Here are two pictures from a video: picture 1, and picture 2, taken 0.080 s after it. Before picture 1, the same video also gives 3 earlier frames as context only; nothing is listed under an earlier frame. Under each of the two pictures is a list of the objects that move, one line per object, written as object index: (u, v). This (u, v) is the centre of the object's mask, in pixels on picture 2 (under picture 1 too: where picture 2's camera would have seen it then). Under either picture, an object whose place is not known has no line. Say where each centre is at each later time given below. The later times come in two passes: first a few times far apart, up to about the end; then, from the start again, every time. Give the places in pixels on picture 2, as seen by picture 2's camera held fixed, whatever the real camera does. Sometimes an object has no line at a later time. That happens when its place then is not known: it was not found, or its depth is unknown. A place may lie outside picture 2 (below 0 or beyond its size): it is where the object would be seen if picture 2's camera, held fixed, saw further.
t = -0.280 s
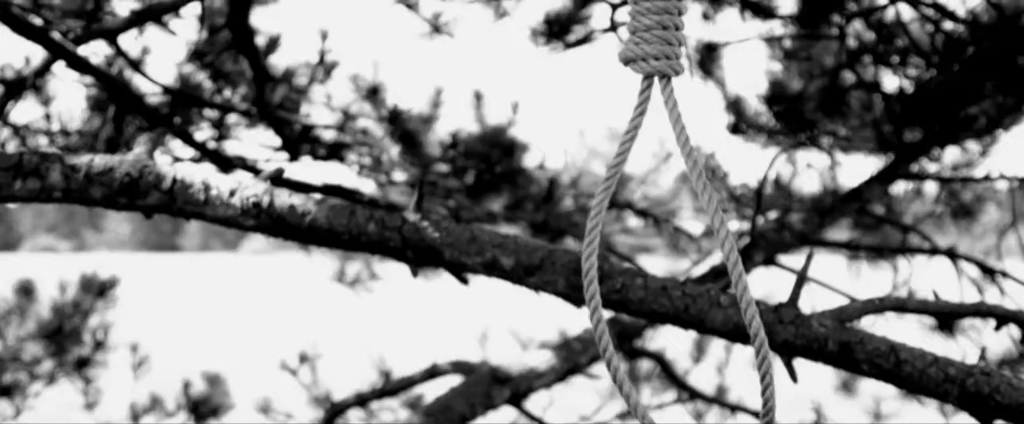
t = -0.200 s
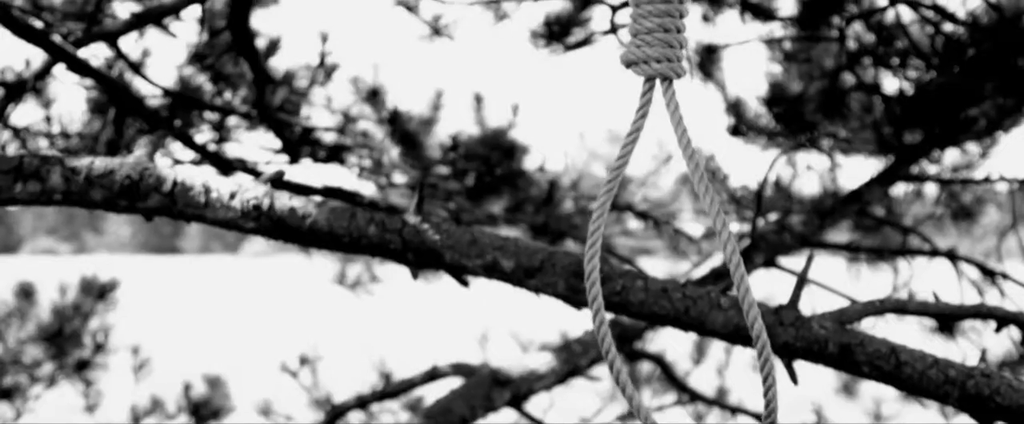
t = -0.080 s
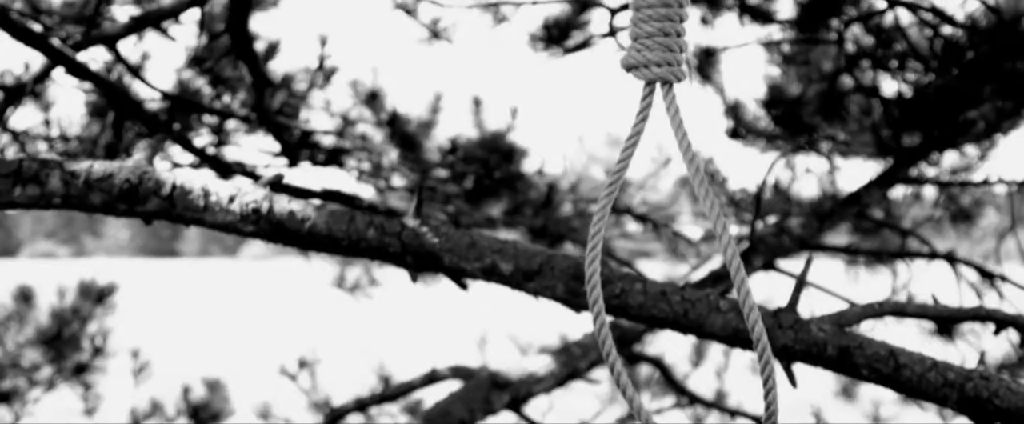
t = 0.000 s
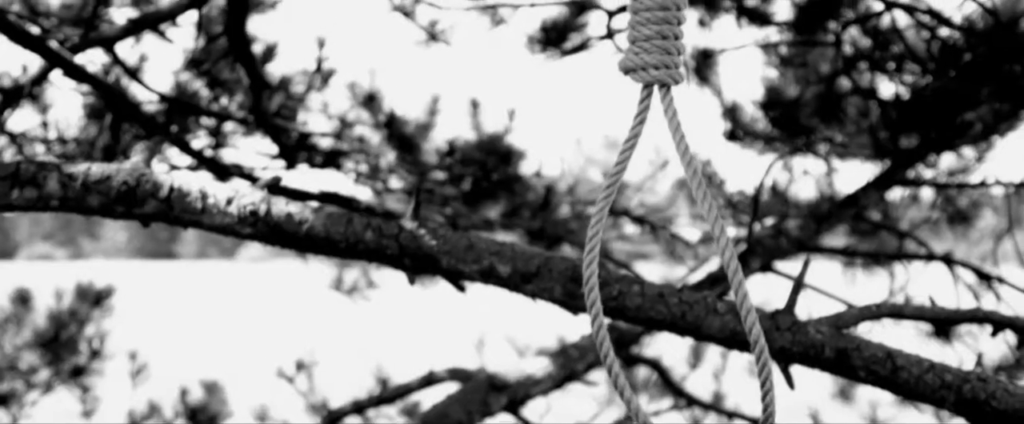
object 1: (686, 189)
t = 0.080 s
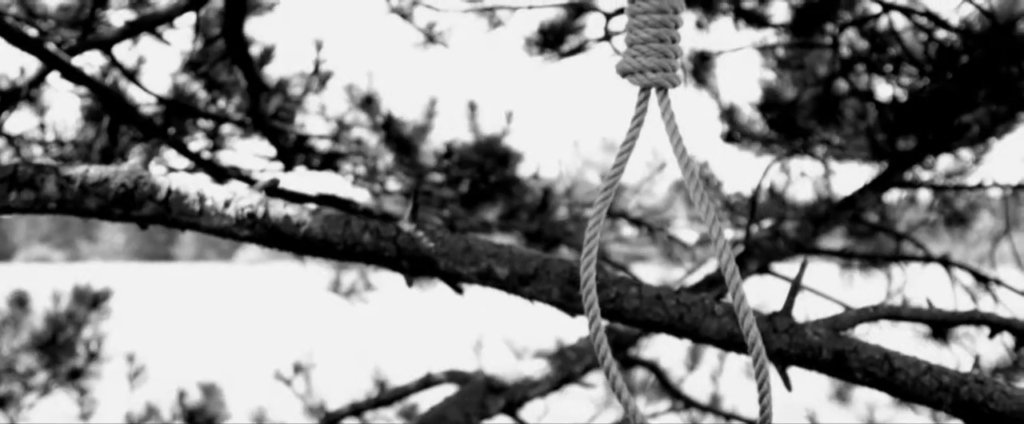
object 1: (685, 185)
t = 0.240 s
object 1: (680, 181)
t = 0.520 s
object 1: (671, 178)
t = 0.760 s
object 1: (660, 174)
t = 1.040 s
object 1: (649, 175)
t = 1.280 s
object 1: (643, 174)
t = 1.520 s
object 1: (642, 170)
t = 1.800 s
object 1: (647, 171)
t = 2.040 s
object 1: (655, 169)
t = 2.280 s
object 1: (667, 169)
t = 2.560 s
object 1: (681, 178)
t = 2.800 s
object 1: (686, 176)
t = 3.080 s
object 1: (686, 177)
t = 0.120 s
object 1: (683, 180)
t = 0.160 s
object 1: (682, 182)
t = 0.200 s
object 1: (682, 183)
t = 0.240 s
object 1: (680, 181)
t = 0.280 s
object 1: (679, 179)
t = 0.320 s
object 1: (678, 180)
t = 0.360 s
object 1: (676, 178)
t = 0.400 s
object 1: (675, 179)
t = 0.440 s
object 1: (674, 179)
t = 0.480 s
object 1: (674, 181)
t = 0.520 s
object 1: (671, 178)
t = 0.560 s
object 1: (669, 177)
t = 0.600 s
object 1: (668, 176)
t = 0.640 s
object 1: (664, 173)
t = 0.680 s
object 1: (663, 174)
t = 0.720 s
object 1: (662, 174)
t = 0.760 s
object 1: (660, 174)
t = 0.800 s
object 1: (658, 174)
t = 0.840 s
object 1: (657, 176)
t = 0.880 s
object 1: (655, 175)
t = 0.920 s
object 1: (654, 176)
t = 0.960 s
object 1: (652, 176)
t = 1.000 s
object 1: (651, 177)
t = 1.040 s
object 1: (649, 175)
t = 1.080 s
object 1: (648, 176)
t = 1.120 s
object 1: (647, 175)
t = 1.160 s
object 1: (646, 176)
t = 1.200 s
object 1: (644, 175)
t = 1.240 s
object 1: (644, 177)
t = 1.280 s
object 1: (643, 174)
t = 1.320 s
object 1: (643, 175)
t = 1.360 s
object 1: (642, 174)
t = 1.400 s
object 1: (642, 172)
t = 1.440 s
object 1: (641, 172)
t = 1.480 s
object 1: (642, 170)
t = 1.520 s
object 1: (642, 170)
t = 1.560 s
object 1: (642, 169)
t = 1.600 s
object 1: (642, 168)
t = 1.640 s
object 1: (643, 169)
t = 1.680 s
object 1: (644, 169)
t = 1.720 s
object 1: (645, 169)
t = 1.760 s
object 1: (646, 170)
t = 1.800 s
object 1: (647, 171)
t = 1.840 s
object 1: (648, 168)
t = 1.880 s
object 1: (649, 169)
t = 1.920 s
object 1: (650, 167)
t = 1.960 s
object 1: (652, 172)
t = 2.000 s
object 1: (653, 168)
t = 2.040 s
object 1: (655, 169)
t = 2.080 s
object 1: (657, 172)
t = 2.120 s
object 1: (659, 170)
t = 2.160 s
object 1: (662, 171)
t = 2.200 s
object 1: (665, 172)
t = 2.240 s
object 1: (663, 165)
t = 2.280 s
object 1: (667, 169)
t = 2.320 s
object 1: (670, 169)
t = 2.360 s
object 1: (673, 173)
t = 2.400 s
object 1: (675, 173)
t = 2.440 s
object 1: (676, 173)
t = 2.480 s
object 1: (676, 170)
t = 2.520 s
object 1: (679, 175)
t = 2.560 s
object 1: (681, 178)
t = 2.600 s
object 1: (682, 178)
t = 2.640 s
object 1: (684, 178)
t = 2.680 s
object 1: (684, 176)
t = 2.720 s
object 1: (685, 178)
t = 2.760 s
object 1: (686, 178)
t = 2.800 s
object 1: (686, 176)
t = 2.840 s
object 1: (687, 180)
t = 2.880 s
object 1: (687, 178)
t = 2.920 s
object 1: (687, 177)
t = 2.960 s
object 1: (688, 177)
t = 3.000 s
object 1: (687, 177)
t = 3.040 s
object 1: (686, 176)
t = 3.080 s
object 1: (686, 177)
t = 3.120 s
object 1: (687, 182)
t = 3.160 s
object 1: (686, 180)
